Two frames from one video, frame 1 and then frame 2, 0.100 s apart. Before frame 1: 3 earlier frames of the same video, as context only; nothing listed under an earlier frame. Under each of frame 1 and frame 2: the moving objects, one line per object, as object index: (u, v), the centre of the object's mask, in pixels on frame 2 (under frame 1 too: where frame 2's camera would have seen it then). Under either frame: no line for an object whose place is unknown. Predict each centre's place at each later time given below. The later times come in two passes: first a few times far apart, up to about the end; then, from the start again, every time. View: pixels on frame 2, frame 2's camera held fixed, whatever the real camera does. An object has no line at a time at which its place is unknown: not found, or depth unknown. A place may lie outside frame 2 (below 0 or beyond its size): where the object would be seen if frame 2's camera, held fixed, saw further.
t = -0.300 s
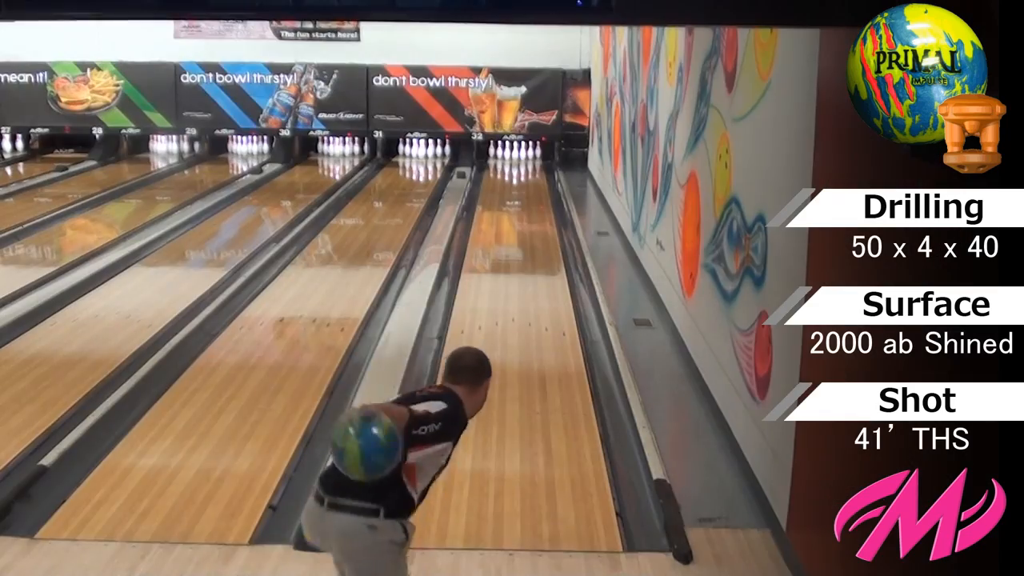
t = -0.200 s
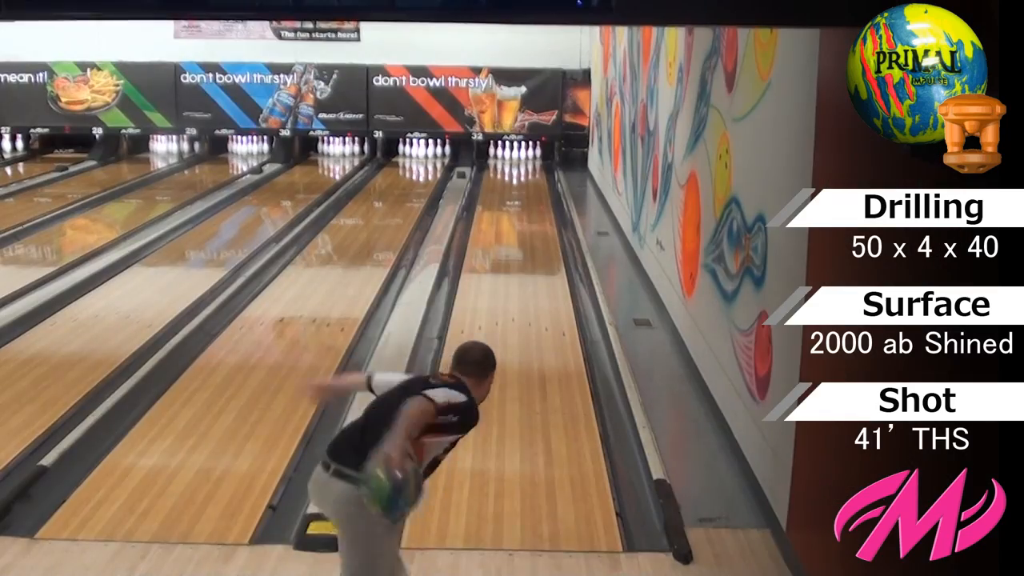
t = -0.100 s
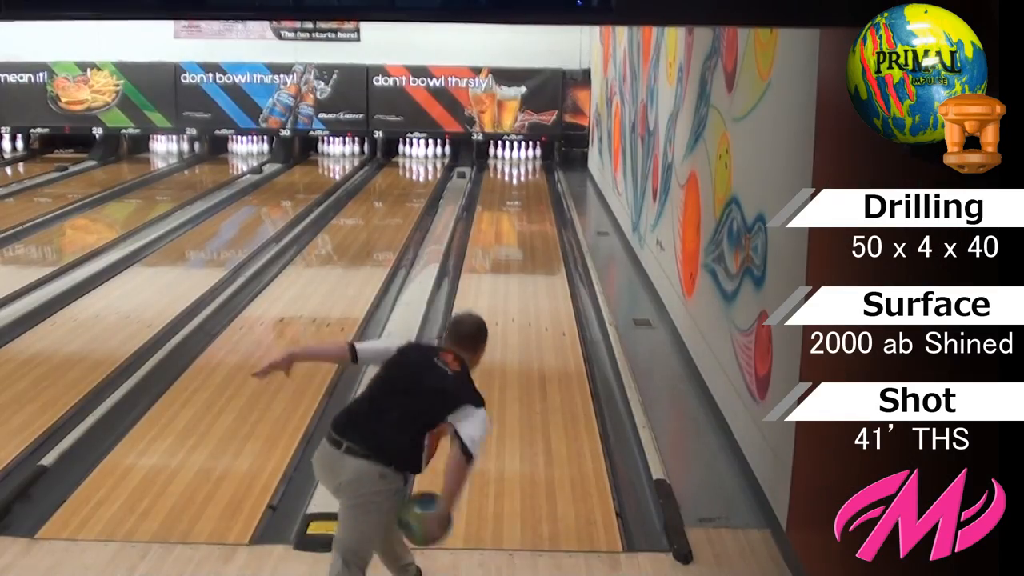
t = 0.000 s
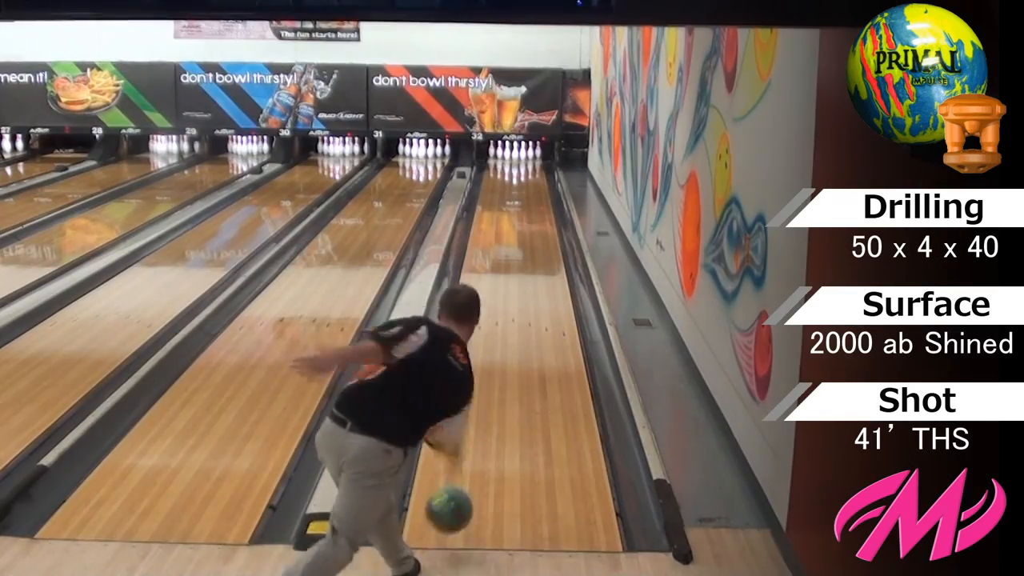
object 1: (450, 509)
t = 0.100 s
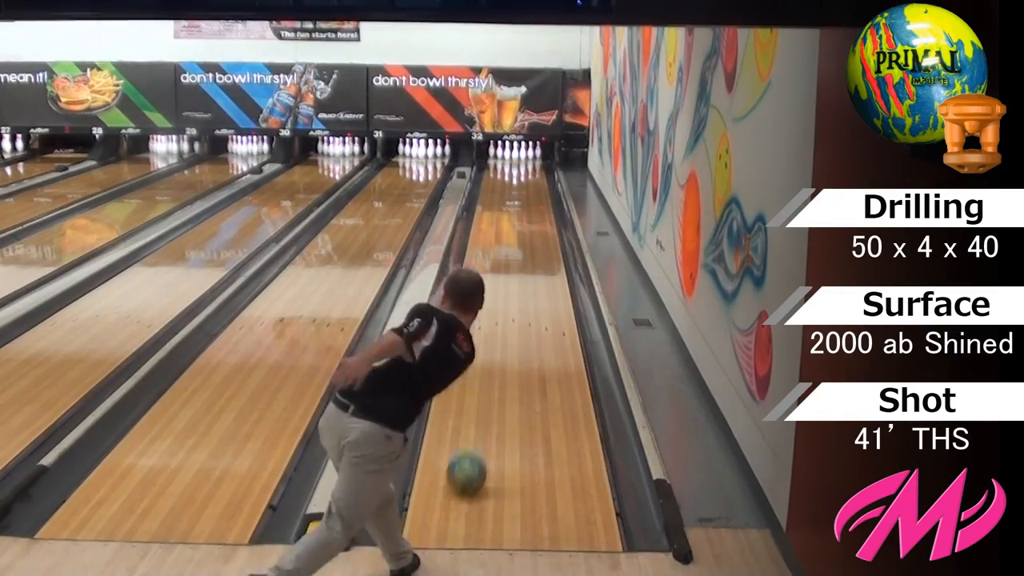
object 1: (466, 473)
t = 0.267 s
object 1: (487, 400)
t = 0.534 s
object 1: (507, 322)
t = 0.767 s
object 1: (518, 277)
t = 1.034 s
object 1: (526, 242)
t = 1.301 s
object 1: (531, 216)
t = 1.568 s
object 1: (533, 197)
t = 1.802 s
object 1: (533, 181)
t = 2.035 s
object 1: (531, 170)
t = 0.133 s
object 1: (471, 453)
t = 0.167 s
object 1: (476, 439)
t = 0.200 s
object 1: (480, 426)
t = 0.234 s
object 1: (484, 413)
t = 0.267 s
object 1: (487, 400)
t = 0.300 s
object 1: (491, 388)
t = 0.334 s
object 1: (493, 375)
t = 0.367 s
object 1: (496, 366)
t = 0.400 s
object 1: (499, 356)
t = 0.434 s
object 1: (501, 347)
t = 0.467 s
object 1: (503, 338)
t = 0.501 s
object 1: (505, 330)
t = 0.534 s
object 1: (507, 322)
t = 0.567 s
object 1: (509, 315)
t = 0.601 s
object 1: (511, 308)
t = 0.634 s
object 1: (513, 301)
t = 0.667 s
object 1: (514, 294)
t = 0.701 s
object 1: (516, 288)
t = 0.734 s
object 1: (517, 283)
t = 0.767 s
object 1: (518, 277)
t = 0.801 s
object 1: (520, 272)
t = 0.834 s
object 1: (521, 267)
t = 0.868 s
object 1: (522, 262)
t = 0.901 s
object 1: (523, 258)
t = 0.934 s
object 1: (524, 254)
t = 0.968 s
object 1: (525, 249)
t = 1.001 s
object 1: (525, 245)
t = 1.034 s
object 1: (526, 242)
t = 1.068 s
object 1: (527, 238)
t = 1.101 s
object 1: (528, 234)
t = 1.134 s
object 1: (529, 231)
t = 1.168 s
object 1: (530, 227)
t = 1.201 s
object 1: (530, 225)
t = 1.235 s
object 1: (530, 220)
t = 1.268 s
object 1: (531, 218)
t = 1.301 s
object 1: (531, 216)
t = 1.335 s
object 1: (531, 213)
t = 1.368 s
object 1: (531, 210)
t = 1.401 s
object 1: (532, 207)
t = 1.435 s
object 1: (532, 206)
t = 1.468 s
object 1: (532, 203)
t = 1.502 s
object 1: (532, 200)
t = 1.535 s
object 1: (532, 198)
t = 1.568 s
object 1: (533, 197)
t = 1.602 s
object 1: (533, 193)
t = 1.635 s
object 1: (533, 189)
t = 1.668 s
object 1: (533, 188)
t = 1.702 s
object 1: (533, 186)
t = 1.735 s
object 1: (533, 185)
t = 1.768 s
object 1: (533, 183)
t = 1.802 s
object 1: (533, 181)
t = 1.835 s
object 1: (532, 180)
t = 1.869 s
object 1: (531, 178)
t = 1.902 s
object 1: (531, 176)
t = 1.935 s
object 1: (530, 174)
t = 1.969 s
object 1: (530, 173)
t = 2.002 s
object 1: (530, 172)
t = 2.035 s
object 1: (531, 170)
